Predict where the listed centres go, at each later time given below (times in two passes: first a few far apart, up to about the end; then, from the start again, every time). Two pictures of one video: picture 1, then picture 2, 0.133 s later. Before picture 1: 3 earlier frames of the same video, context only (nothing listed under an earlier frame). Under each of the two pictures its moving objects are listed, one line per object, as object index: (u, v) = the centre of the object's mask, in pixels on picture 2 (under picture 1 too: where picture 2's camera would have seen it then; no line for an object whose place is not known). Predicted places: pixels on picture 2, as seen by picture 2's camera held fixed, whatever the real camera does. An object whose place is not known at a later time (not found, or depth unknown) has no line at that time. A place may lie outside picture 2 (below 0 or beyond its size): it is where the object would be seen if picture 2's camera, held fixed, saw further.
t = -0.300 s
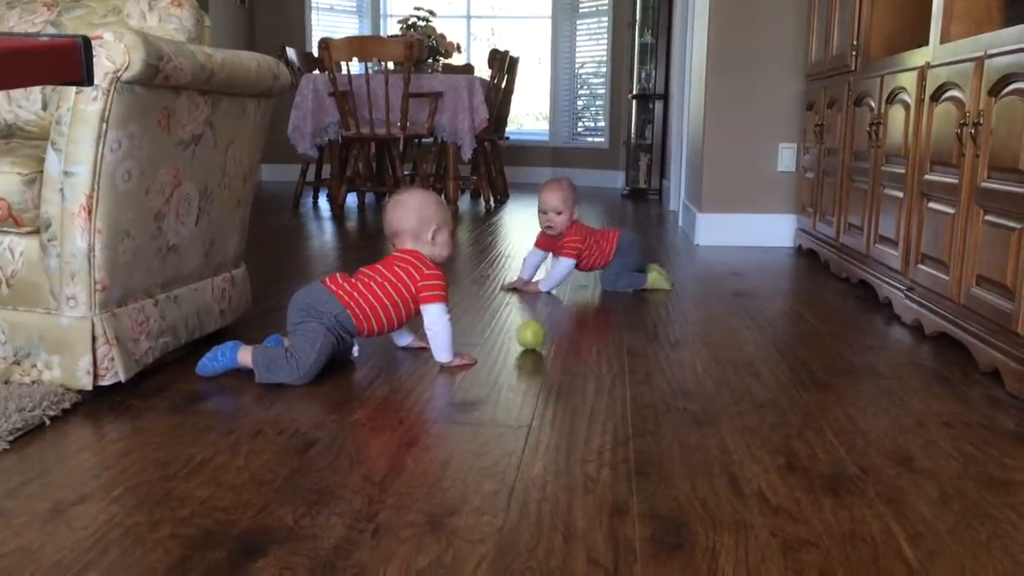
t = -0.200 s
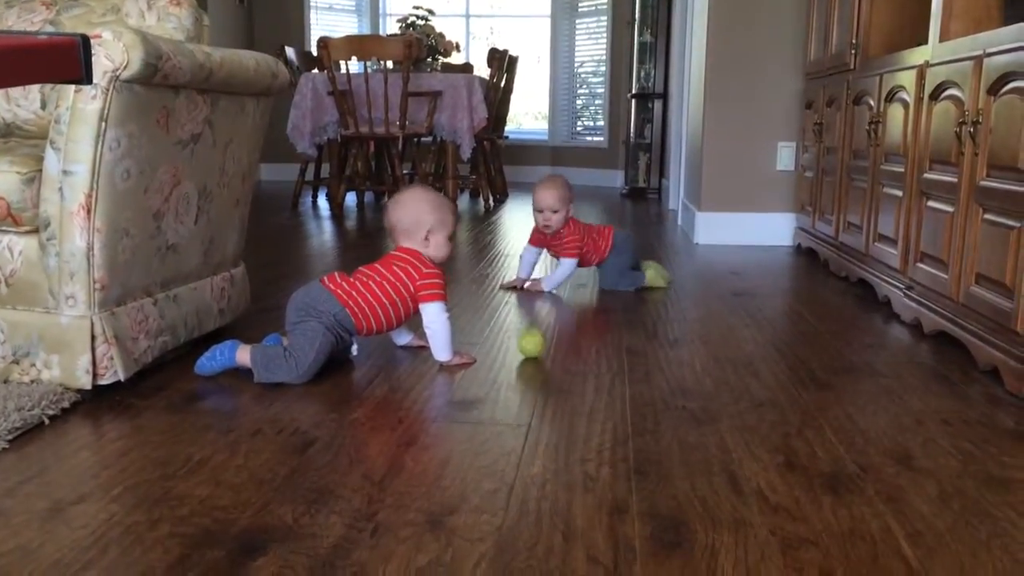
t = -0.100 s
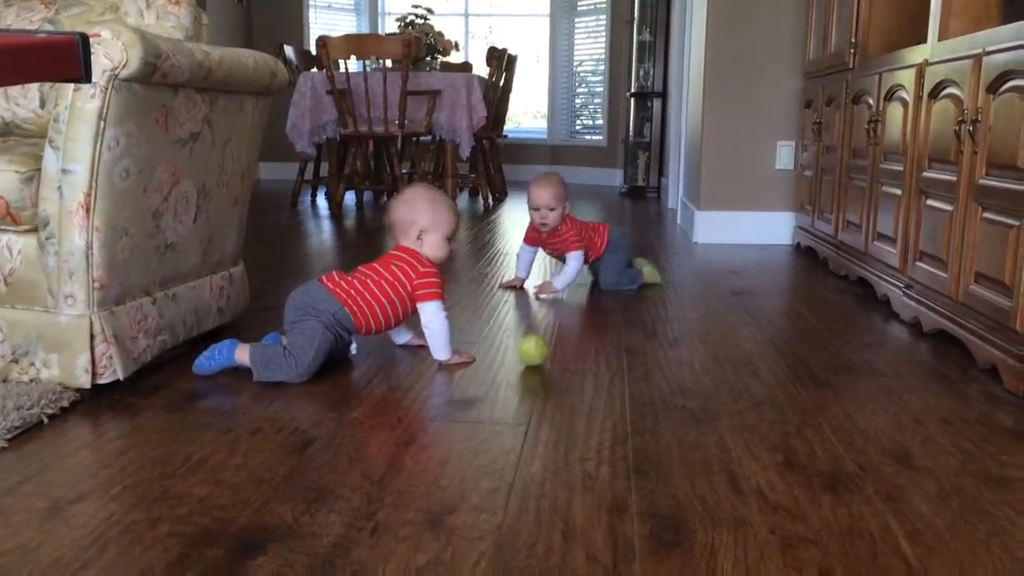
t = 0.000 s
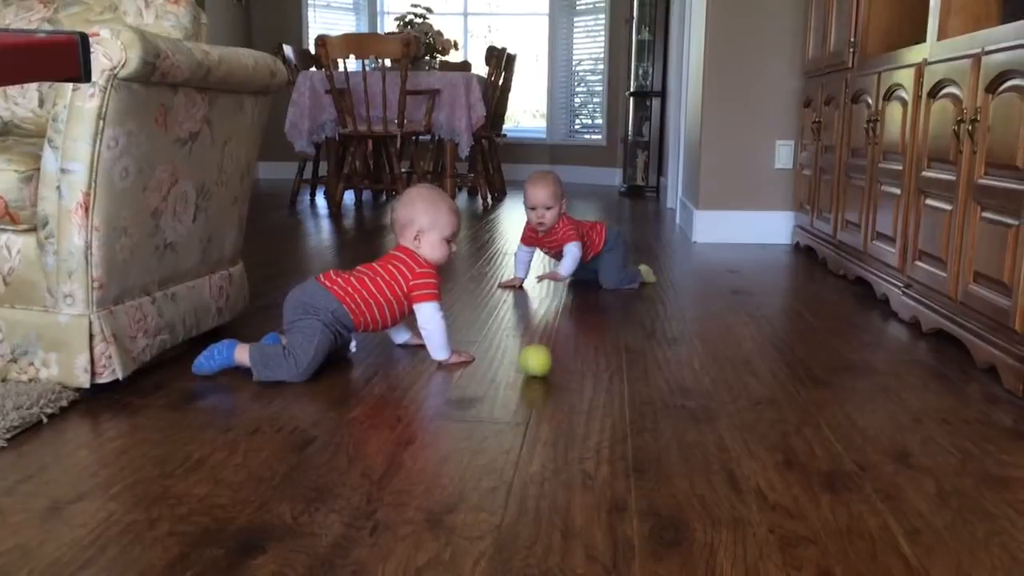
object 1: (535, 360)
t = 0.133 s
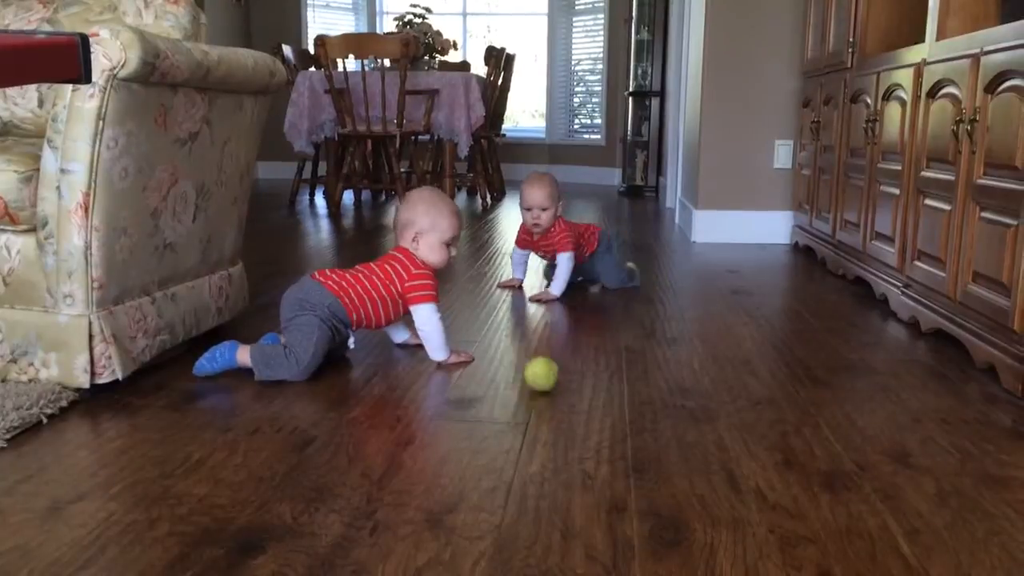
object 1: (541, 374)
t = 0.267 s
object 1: (548, 388)
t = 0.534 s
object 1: (571, 423)
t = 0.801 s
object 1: (602, 463)
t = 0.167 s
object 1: (543, 377)
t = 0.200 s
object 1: (545, 381)
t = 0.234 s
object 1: (547, 385)
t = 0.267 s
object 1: (548, 388)
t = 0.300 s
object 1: (551, 393)
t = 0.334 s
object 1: (553, 397)
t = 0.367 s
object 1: (555, 401)
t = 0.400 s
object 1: (558, 405)
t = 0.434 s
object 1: (561, 409)
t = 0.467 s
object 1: (564, 414)
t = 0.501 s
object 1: (567, 419)
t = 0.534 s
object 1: (571, 423)
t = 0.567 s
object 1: (574, 428)
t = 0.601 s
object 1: (577, 433)
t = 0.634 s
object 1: (581, 437)
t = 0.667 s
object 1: (585, 442)
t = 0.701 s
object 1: (589, 447)
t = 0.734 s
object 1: (593, 453)
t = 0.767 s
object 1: (597, 459)
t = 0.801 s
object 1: (602, 463)
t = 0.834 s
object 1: (607, 469)
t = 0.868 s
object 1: (611, 473)
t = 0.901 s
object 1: (616, 480)
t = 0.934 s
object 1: (621, 485)
